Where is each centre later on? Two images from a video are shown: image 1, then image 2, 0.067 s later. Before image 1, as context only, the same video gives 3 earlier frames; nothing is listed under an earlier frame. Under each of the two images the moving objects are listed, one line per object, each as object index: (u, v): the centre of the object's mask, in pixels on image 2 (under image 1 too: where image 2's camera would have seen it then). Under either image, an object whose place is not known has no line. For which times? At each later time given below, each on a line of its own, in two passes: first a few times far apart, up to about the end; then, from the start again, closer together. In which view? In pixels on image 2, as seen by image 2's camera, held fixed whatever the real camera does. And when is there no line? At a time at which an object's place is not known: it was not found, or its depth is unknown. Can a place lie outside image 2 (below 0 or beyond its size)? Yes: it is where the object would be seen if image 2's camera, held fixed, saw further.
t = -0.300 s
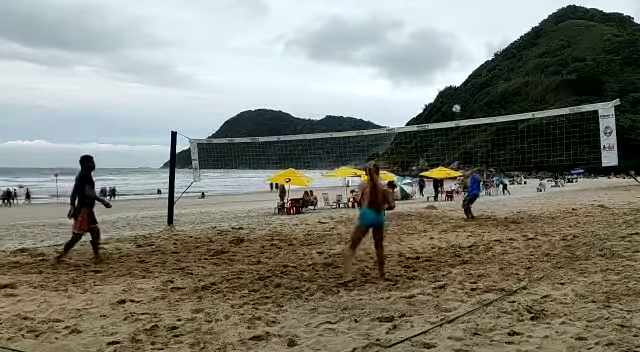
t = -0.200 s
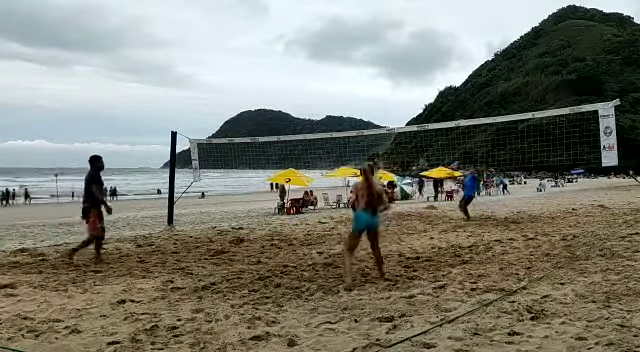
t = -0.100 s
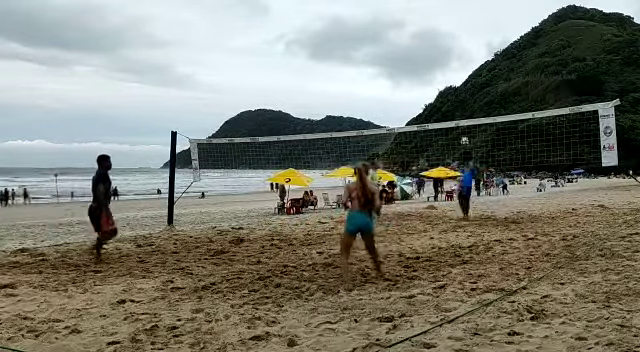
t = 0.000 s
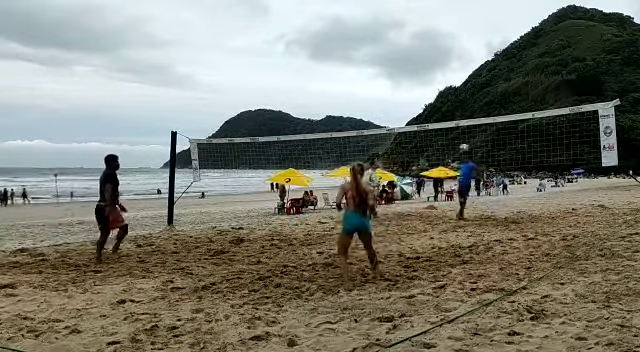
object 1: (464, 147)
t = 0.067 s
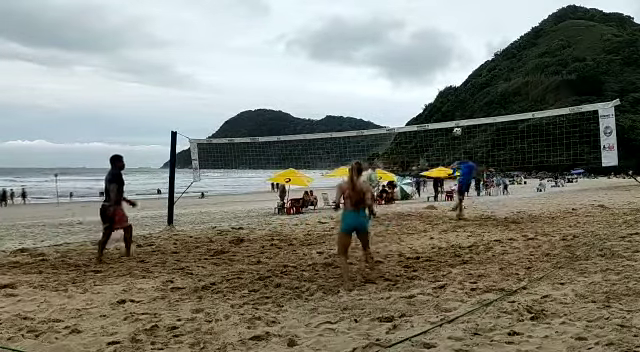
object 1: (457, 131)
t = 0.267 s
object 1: (435, 89)
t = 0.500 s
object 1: (405, 52)
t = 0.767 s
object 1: (367, 32)
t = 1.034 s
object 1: (325, 42)
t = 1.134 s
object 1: (307, 57)
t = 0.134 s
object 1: (450, 116)
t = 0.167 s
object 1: (446, 109)
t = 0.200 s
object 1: (442, 102)
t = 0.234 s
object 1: (439, 95)
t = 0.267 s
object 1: (435, 89)
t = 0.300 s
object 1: (431, 83)
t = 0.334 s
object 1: (427, 77)
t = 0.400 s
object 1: (419, 66)
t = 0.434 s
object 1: (414, 61)
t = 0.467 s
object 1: (410, 56)
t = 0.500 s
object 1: (405, 52)
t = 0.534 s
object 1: (401, 48)
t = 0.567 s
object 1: (396, 44)
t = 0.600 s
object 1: (391, 41)
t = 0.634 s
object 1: (387, 38)
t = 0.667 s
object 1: (382, 36)
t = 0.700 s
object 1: (377, 33)
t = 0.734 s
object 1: (372, 33)
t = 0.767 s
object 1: (367, 32)
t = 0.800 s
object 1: (362, 31)
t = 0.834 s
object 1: (357, 31)
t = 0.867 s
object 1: (353, 32)
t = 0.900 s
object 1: (347, 33)
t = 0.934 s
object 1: (341, 34)
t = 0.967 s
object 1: (336, 37)
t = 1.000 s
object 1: (331, 39)
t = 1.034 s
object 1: (325, 42)
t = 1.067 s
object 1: (319, 47)
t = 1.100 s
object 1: (313, 52)
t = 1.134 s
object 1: (307, 57)
